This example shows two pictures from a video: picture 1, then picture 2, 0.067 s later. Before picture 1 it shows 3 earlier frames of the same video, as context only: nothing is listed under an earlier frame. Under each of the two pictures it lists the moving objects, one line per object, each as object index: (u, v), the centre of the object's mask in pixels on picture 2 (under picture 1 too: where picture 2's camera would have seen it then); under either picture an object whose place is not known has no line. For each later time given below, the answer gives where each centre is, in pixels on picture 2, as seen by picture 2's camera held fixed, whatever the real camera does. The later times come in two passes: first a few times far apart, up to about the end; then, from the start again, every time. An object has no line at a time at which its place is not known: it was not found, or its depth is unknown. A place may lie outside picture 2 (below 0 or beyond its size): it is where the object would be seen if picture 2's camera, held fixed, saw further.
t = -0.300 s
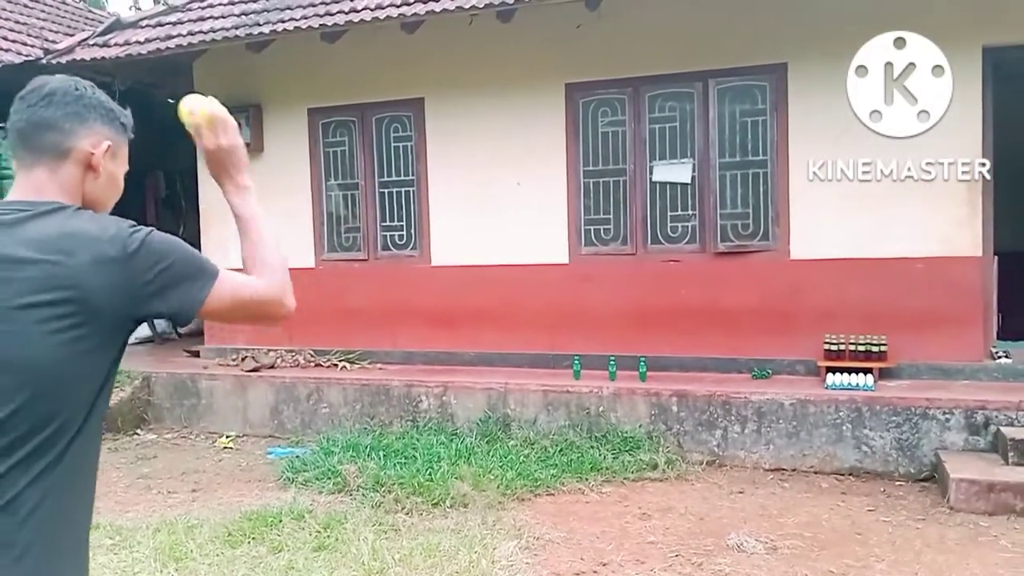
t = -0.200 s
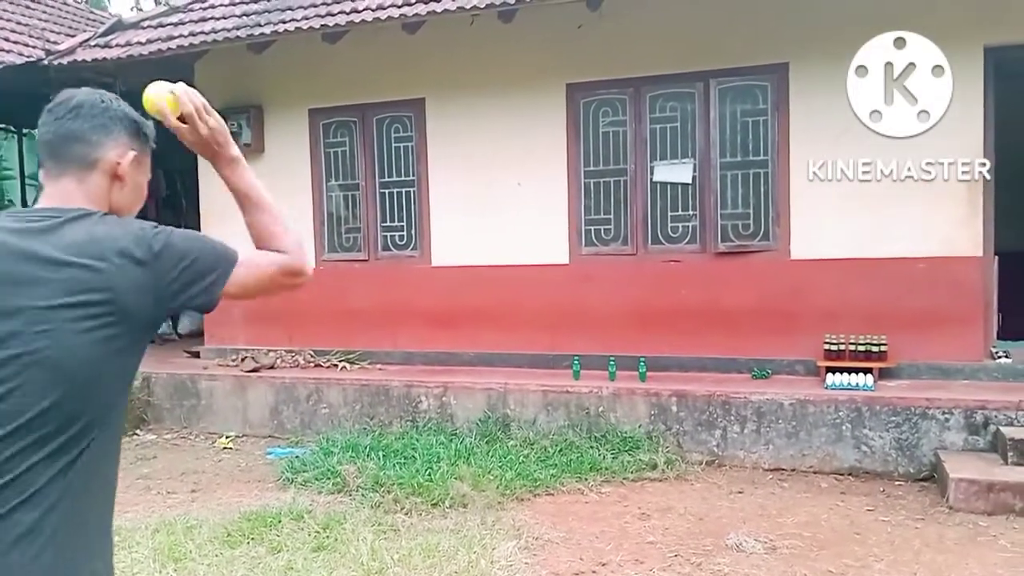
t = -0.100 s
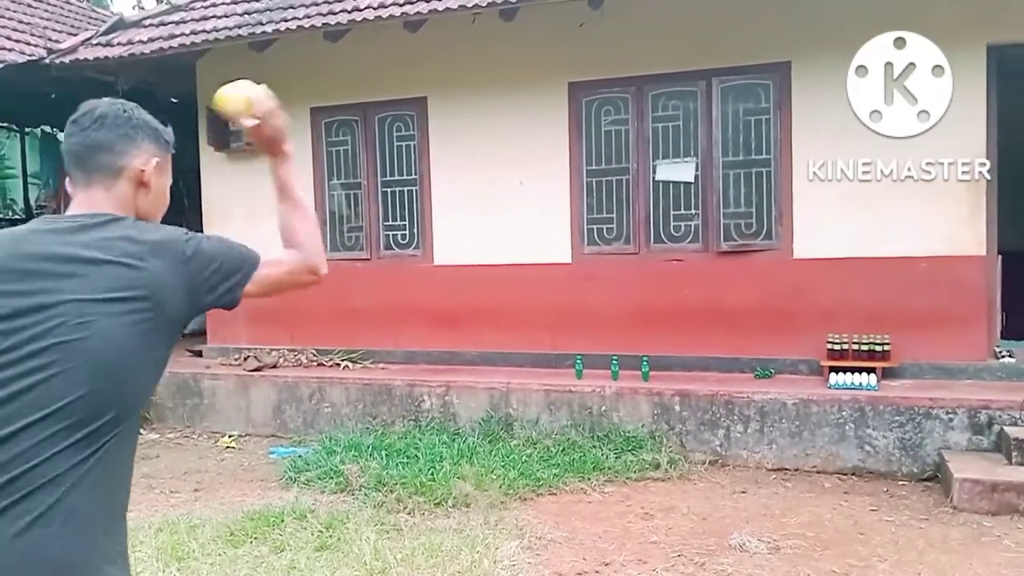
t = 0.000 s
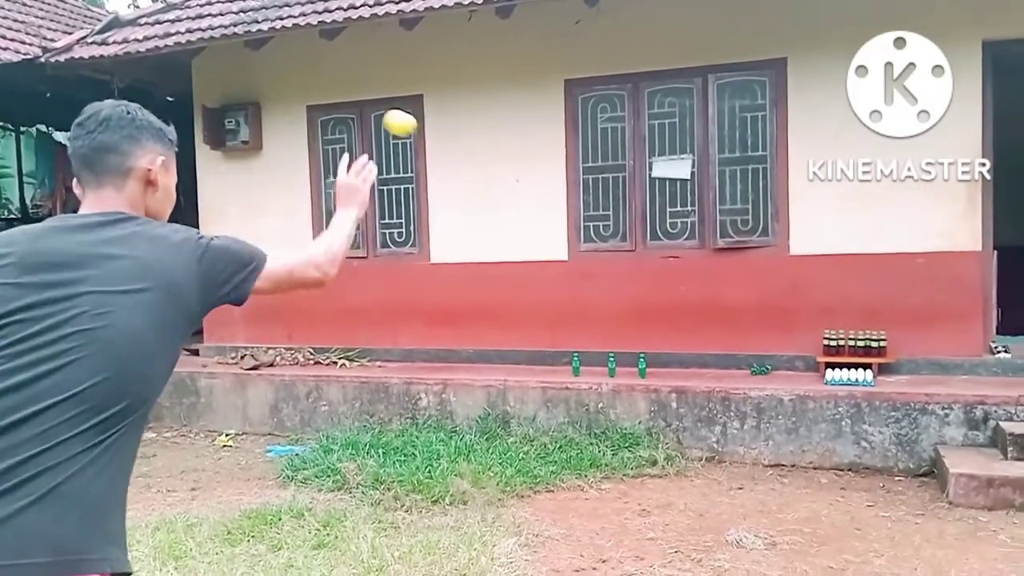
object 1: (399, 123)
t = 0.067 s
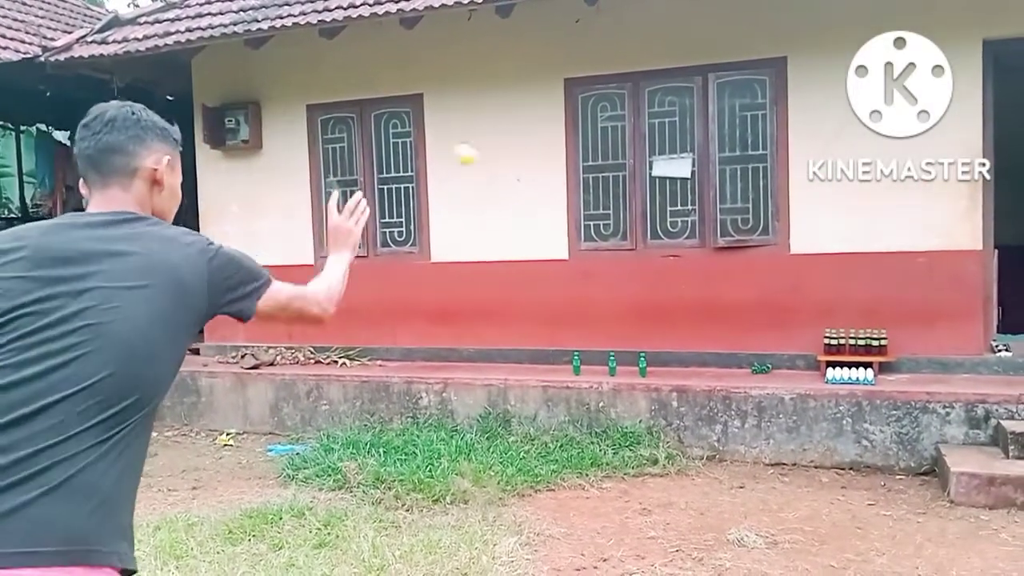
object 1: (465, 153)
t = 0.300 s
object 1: (583, 267)
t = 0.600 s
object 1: (636, 326)
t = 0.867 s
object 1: (606, 283)
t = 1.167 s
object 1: (571, 367)
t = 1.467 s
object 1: (548, 467)
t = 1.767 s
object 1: (547, 432)
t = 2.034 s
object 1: (555, 542)
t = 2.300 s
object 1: (605, 528)
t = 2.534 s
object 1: (642, 559)
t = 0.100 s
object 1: (489, 171)
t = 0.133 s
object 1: (511, 189)
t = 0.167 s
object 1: (529, 208)
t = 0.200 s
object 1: (545, 224)
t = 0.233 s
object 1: (558, 239)
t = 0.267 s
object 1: (573, 251)
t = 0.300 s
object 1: (583, 267)
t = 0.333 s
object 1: (592, 284)
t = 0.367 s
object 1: (602, 300)
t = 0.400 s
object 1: (610, 316)
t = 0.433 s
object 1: (617, 332)
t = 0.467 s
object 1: (625, 349)
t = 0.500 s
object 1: (631, 366)
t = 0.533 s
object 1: (635, 355)
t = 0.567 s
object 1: (638, 339)
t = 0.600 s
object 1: (636, 326)
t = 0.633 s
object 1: (633, 316)
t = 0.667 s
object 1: (629, 307)
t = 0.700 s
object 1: (625, 299)
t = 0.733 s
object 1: (622, 292)
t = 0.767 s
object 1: (618, 288)
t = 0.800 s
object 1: (614, 285)
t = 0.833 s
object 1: (610, 283)
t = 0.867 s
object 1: (606, 283)
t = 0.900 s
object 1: (603, 286)
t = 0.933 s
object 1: (599, 289)
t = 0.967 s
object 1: (594, 294)
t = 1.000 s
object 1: (591, 301)
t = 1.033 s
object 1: (587, 311)
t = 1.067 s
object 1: (583, 321)
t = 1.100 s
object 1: (579, 336)
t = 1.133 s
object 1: (575, 351)
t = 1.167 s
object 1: (571, 367)
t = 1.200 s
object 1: (568, 387)
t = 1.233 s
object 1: (564, 409)
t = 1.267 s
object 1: (559, 433)
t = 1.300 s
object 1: (557, 460)
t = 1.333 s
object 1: (553, 489)
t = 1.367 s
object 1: (550, 518)
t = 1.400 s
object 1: (549, 498)
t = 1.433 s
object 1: (549, 482)
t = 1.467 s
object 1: (548, 467)
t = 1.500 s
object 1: (547, 454)
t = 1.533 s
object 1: (547, 444)
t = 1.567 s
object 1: (547, 436)
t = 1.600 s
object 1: (546, 429)
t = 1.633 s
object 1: (547, 426)
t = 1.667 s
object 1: (547, 424)
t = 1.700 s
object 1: (547, 425)
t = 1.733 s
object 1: (547, 427)
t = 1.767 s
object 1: (547, 432)
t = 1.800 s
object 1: (548, 441)
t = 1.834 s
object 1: (548, 450)
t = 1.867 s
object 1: (549, 462)
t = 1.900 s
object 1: (550, 478)
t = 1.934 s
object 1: (551, 493)
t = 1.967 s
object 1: (552, 512)
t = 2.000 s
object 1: (553, 533)
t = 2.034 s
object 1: (555, 542)
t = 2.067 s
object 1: (561, 530)
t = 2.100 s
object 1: (567, 523)
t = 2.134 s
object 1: (574, 518)
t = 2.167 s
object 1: (579, 515)
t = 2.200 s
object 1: (585, 514)
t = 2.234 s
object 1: (591, 516)
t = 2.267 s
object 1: (598, 522)
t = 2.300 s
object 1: (605, 528)
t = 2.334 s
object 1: (612, 538)
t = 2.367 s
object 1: (618, 551)
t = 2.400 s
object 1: (626, 567)
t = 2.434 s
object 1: (630, 568)
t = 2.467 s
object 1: (633, 563)
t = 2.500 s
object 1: (640, 559)
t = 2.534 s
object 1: (642, 559)
